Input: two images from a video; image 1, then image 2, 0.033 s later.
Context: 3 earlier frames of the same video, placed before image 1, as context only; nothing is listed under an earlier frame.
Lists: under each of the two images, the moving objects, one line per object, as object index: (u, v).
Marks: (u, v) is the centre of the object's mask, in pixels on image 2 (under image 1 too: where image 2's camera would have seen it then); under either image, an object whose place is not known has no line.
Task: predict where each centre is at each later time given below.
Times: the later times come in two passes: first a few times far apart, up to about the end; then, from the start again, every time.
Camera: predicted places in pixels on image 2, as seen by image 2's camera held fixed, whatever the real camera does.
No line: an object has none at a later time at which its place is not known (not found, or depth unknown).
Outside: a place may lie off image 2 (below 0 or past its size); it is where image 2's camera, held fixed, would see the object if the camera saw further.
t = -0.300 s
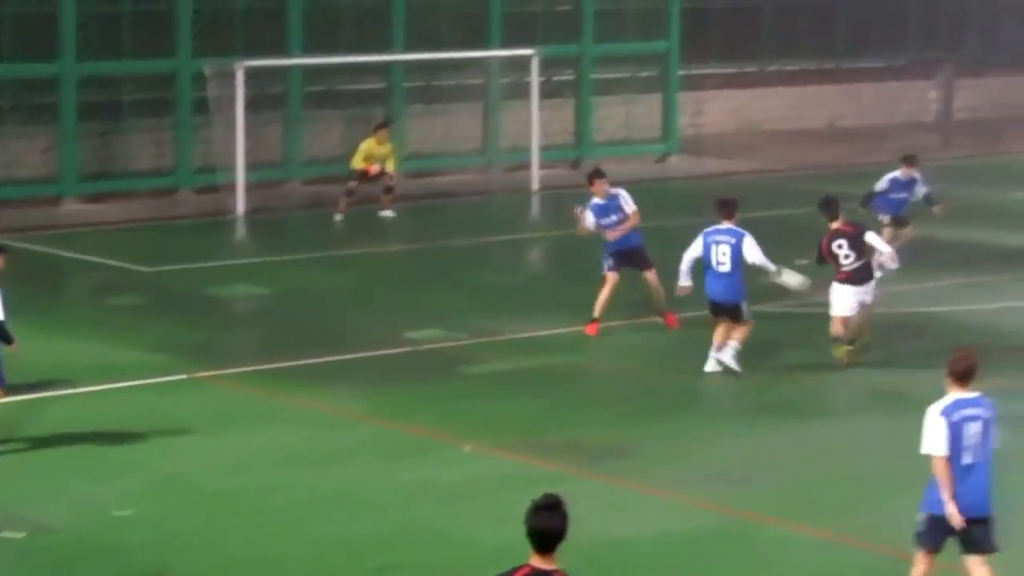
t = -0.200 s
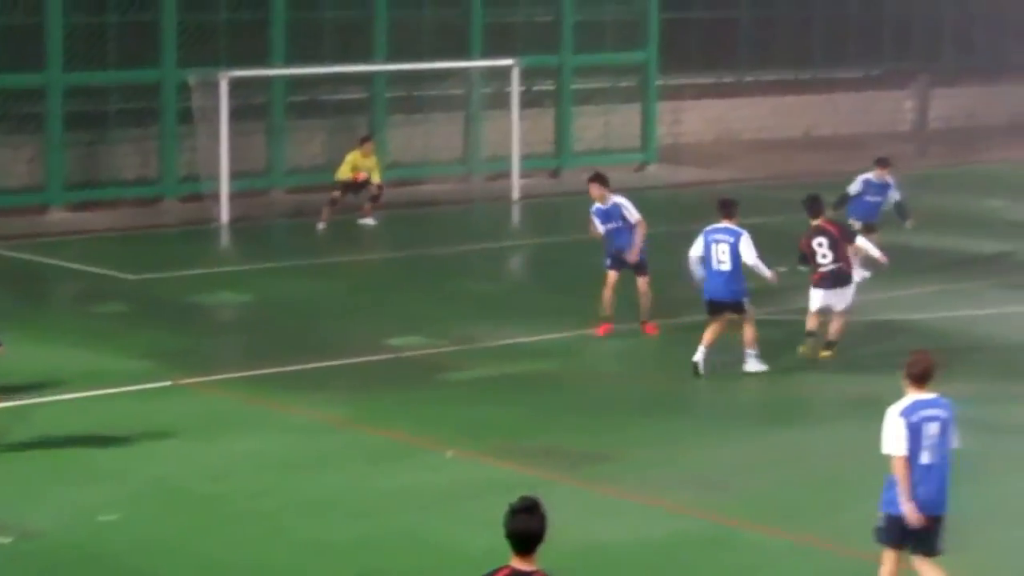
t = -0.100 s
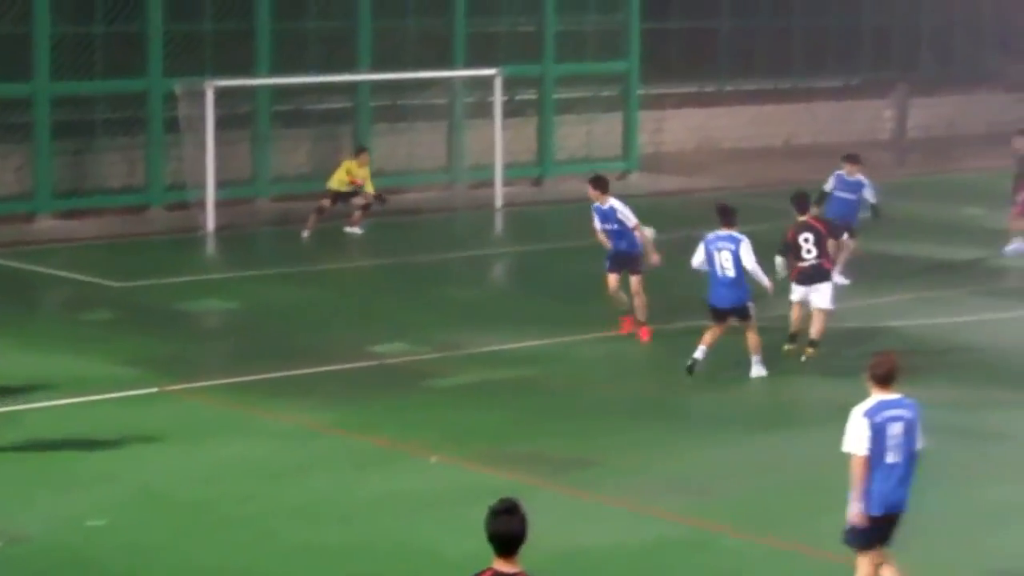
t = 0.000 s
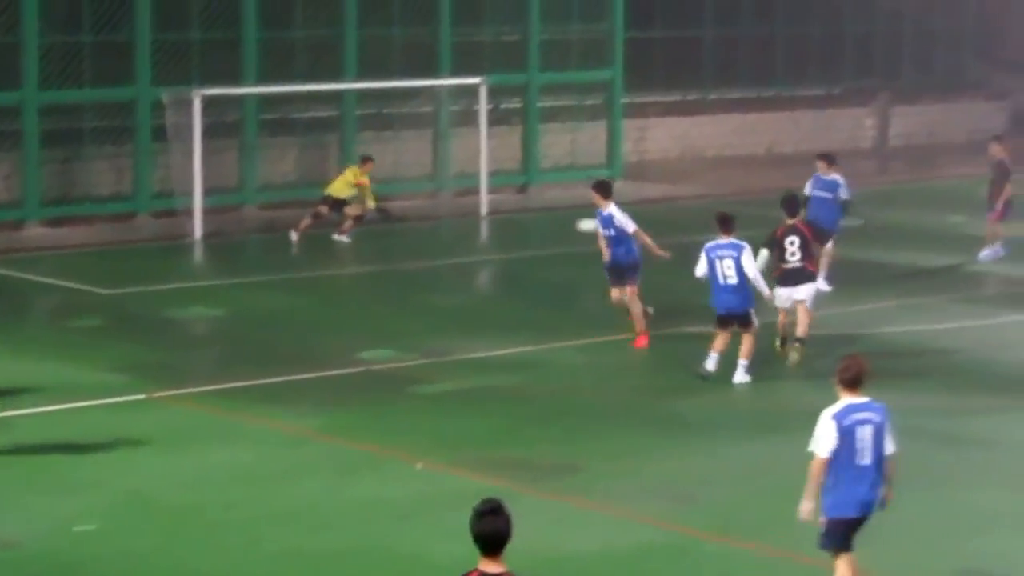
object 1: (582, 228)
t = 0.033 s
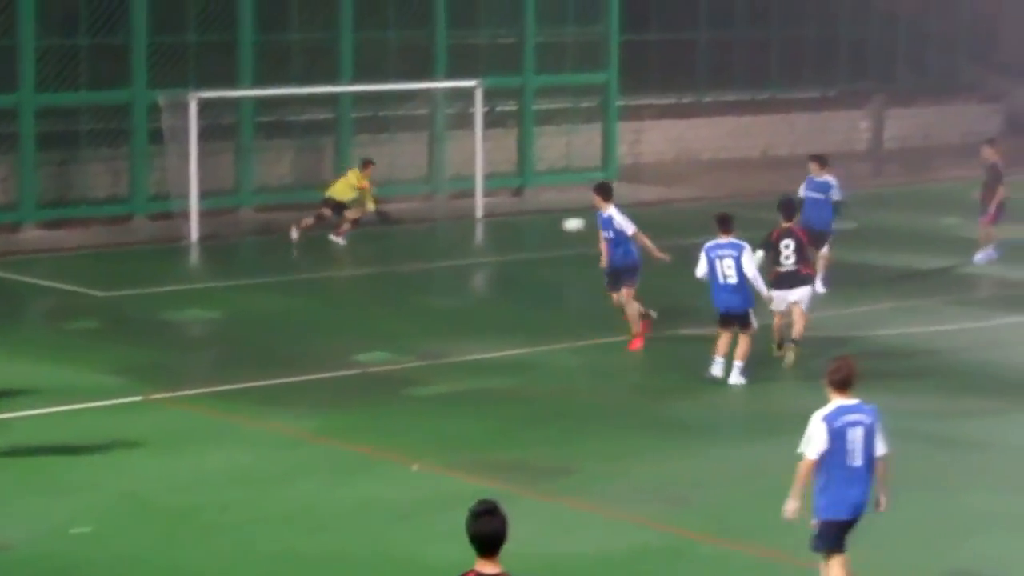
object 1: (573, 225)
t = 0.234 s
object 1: (527, 221)
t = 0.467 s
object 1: (508, 191)
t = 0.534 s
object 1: (507, 188)
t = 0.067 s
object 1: (564, 222)
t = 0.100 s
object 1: (555, 220)
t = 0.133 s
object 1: (547, 220)
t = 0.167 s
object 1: (540, 219)
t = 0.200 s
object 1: (533, 220)
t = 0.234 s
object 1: (527, 221)
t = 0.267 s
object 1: (522, 222)
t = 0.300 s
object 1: (518, 217)
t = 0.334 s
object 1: (516, 209)
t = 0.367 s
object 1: (514, 203)
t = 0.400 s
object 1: (512, 198)
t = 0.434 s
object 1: (510, 194)
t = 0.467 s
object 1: (508, 191)
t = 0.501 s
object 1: (507, 189)
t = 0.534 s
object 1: (507, 188)
